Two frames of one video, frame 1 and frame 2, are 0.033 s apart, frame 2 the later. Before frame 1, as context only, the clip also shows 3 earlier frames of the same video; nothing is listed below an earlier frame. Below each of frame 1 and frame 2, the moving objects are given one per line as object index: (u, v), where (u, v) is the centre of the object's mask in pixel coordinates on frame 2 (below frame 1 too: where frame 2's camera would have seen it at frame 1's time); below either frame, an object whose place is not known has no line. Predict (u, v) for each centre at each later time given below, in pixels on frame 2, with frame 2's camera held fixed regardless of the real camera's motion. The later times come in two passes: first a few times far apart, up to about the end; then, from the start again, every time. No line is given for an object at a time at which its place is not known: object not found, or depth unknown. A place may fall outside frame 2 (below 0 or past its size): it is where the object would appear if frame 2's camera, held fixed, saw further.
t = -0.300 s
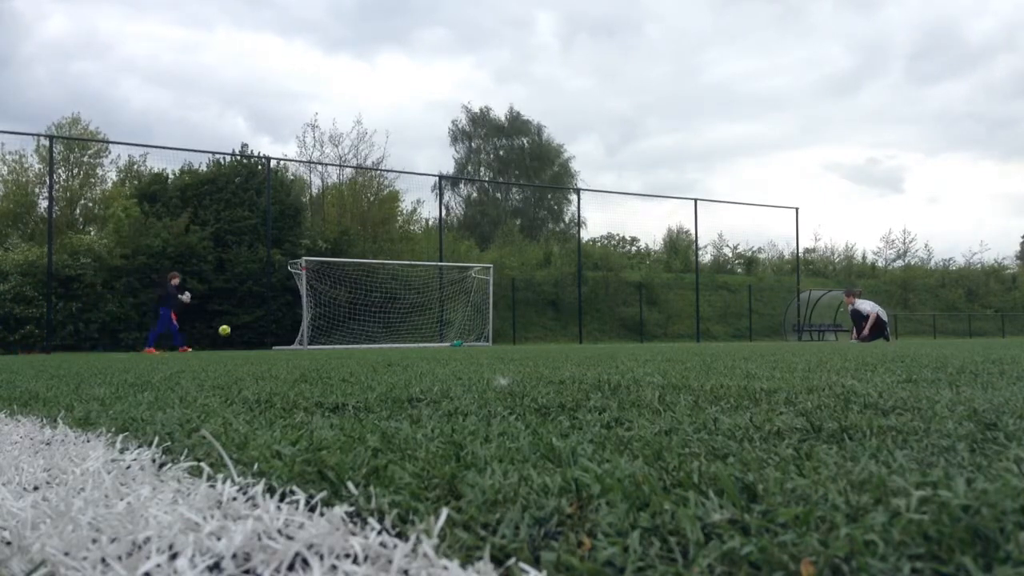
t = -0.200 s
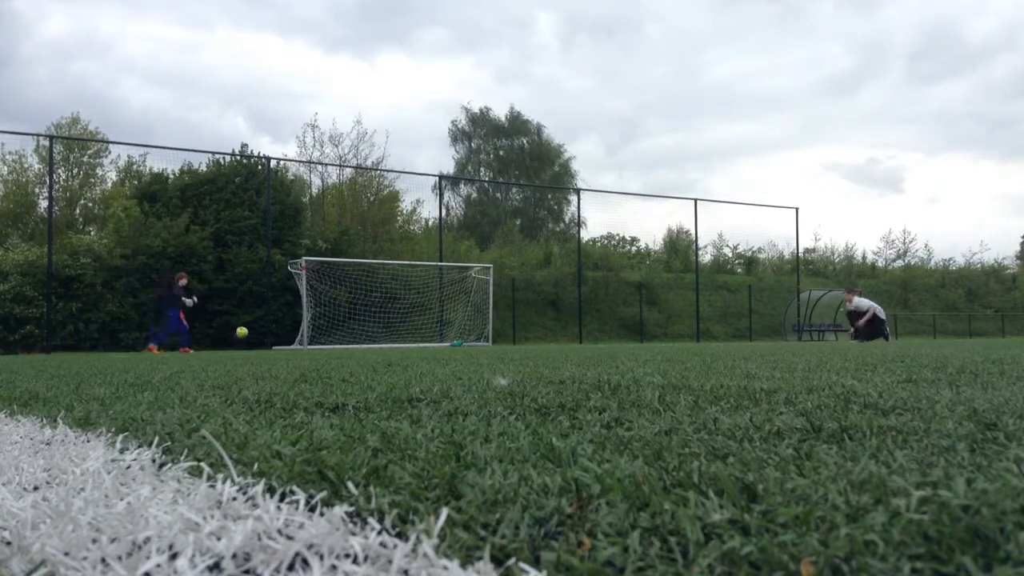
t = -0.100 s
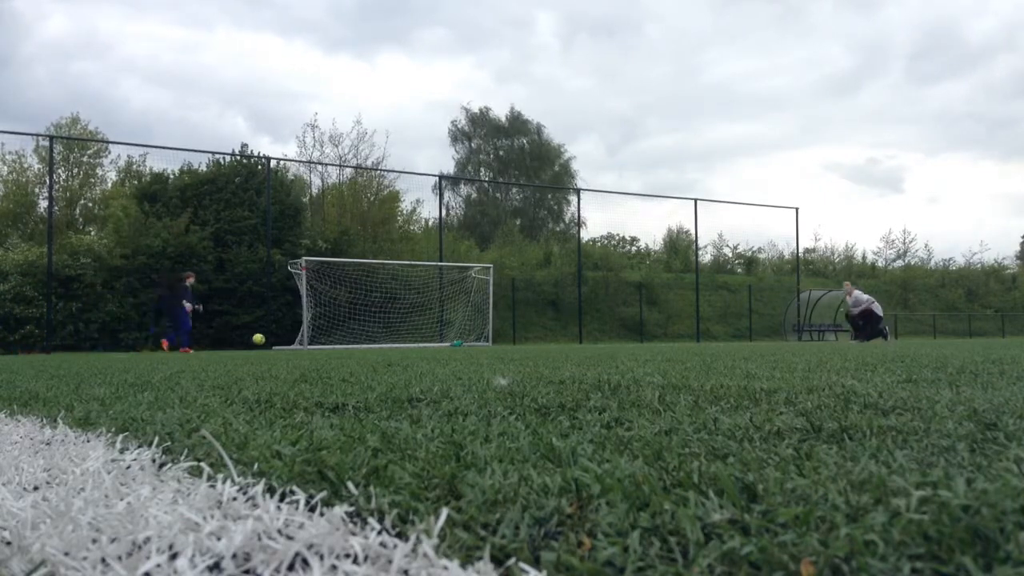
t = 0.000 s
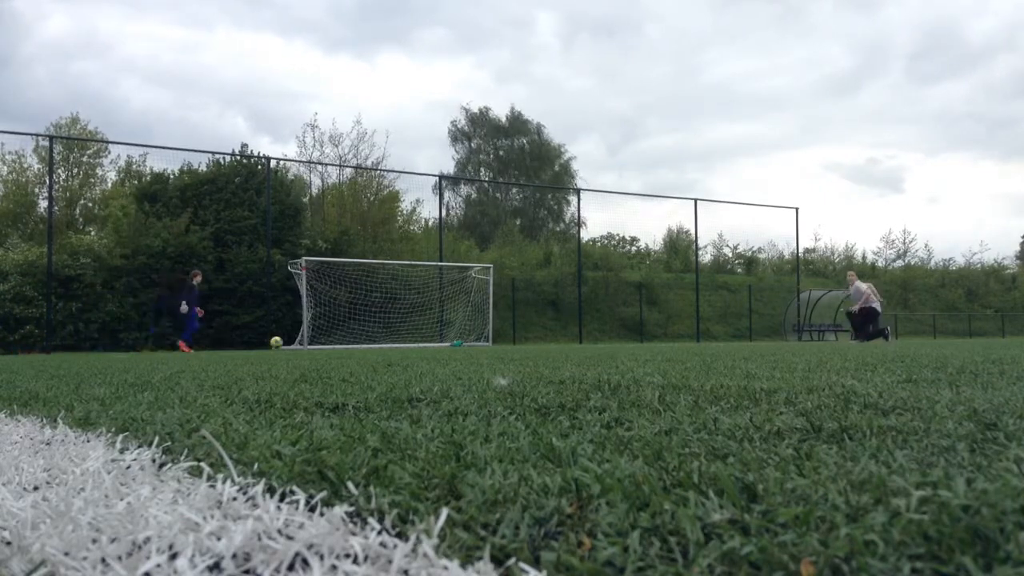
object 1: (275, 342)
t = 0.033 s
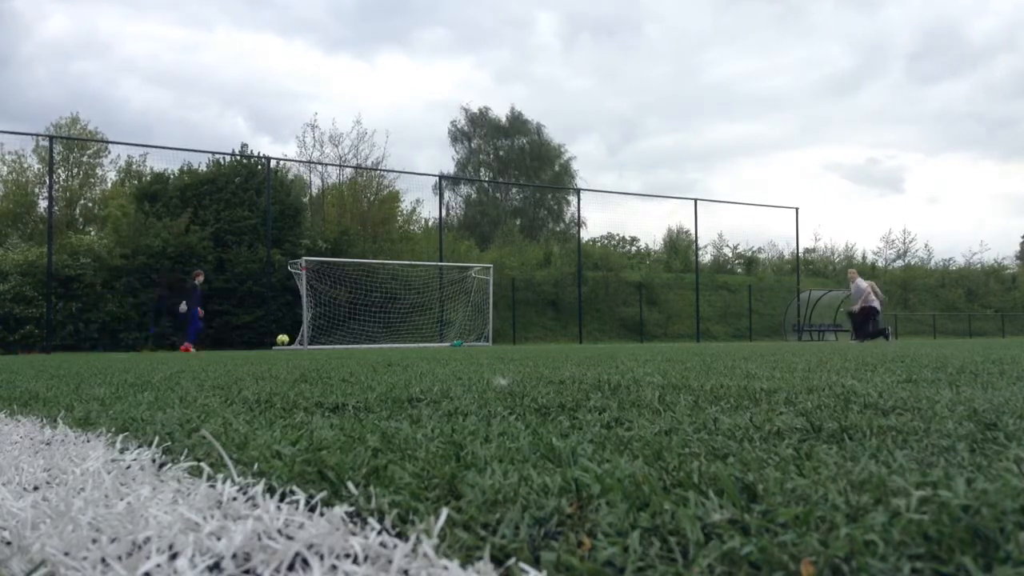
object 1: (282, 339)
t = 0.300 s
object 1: (334, 343)
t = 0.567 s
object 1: (385, 342)
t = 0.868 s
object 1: (442, 340)
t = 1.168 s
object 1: (502, 339)
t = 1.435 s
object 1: (555, 338)
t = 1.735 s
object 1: (615, 338)
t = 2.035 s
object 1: (676, 337)
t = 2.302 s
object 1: (731, 336)
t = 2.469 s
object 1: (765, 336)
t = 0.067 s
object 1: (288, 338)
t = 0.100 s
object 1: (295, 338)
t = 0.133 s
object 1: (301, 338)
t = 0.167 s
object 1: (307, 337)
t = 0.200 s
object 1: (314, 338)
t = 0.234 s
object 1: (320, 339)
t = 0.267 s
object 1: (327, 341)
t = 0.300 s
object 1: (334, 343)
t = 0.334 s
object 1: (339, 342)
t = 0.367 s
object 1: (346, 340)
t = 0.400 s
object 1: (352, 339)
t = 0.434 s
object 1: (359, 338)
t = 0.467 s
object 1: (366, 338)
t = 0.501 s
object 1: (371, 339)
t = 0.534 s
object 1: (377, 340)
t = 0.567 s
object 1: (385, 342)
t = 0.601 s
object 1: (391, 342)
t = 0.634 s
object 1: (398, 341)
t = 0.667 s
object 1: (404, 341)
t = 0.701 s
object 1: (410, 341)
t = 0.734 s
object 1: (417, 341)
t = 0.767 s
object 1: (423, 341)
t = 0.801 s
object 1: (429, 340)
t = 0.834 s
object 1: (437, 340)
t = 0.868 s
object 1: (442, 340)
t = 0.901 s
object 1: (449, 340)
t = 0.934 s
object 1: (455, 340)
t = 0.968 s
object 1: (462, 339)
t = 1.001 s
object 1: (470, 340)
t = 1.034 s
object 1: (475, 339)
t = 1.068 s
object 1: (482, 339)
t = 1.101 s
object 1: (490, 340)
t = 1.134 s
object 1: (496, 340)
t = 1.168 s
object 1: (502, 339)
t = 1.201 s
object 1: (509, 339)
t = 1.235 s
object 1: (515, 339)
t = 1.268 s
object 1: (522, 339)
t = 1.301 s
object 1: (529, 339)
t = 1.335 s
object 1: (535, 339)
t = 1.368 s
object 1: (542, 339)
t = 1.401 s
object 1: (548, 339)
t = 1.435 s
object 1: (555, 338)
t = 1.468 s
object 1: (561, 339)
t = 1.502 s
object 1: (569, 339)
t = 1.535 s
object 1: (575, 338)
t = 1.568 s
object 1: (582, 338)
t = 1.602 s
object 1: (588, 339)
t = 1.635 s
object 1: (595, 338)
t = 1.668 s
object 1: (602, 339)
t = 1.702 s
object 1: (608, 338)
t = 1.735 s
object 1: (615, 338)
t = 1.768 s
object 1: (623, 338)
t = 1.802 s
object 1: (629, 338)
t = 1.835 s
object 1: (635, 338)
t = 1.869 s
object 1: (642, 338)
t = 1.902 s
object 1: (649, 338)
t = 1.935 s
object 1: (656, 337)
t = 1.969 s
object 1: (663, 337)
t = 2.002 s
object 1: (670, 337)
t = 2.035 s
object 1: (676, 337)
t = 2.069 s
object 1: (684, 337)
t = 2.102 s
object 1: (690, 337)
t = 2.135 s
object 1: (697, 337)
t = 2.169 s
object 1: (704, 336)
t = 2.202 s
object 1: (711, 337)
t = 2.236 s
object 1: (718, 337)
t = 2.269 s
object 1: (724, 337)
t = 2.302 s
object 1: (731, 336)
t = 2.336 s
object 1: (738, 336)
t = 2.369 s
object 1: (745, 336)
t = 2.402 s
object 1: (752, 336)
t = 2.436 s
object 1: (759, 336)
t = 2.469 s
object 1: (765, 336)
